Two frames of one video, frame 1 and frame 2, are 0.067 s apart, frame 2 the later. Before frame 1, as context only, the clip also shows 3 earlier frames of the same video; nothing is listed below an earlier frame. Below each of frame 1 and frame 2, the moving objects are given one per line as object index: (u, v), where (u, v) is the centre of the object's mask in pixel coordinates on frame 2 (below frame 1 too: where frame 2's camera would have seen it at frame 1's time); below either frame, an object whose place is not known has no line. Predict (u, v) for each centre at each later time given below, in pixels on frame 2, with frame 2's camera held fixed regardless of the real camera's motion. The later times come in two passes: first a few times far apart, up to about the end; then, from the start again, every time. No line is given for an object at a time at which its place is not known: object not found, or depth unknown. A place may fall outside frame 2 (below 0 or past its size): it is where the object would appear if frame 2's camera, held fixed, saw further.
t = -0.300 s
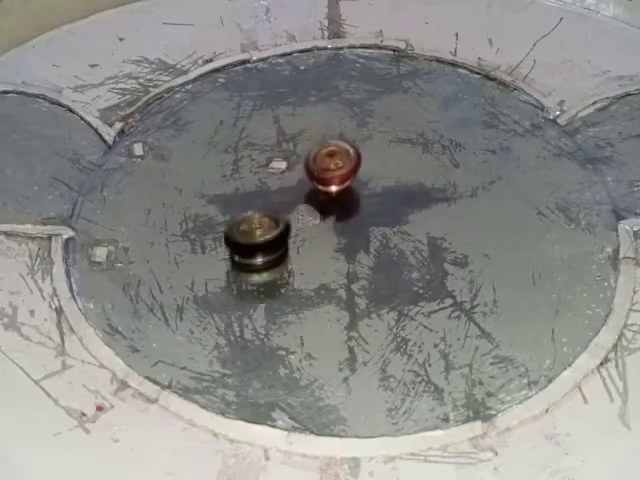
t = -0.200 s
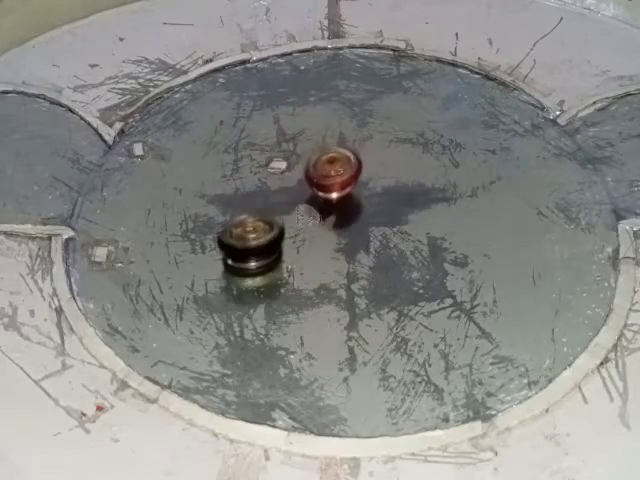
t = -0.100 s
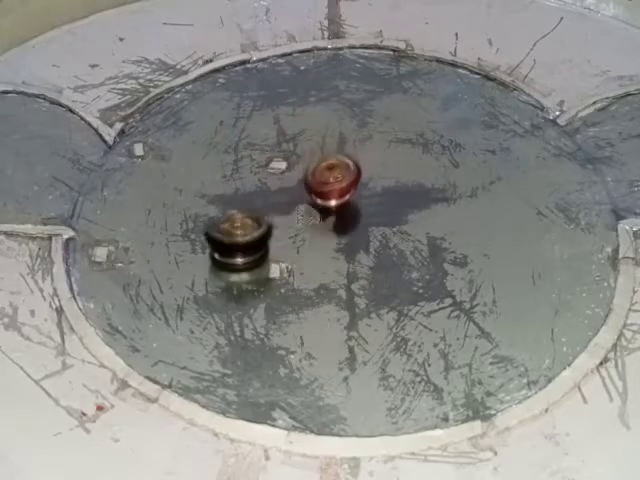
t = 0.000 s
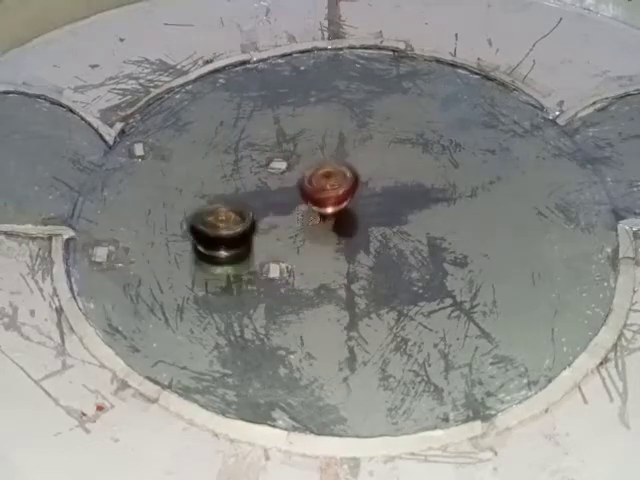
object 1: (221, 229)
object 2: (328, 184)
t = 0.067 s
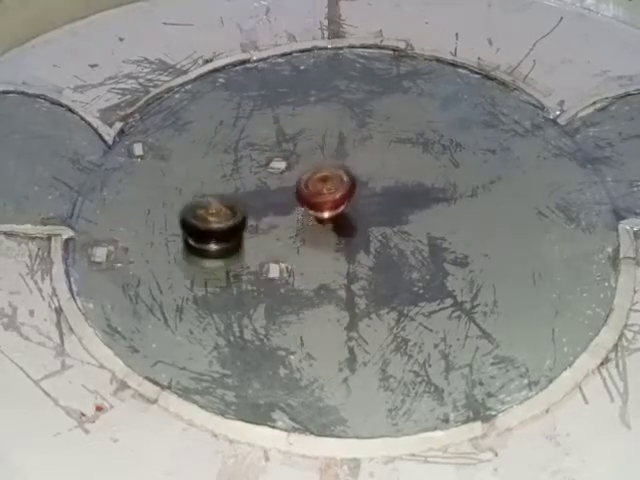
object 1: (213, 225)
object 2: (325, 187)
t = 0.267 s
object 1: (197, 197)
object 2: (307, 199)
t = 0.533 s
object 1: (197, 166)
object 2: (279, 202)
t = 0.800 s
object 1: (223, 138)
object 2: (255, 192)
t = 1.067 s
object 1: (261, 122)
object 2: (241, 173)
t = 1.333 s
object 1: (295, 121)
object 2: (246, 157)
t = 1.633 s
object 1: (326, 141)
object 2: (266, 148)
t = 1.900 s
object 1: (377, 176)
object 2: (246, 146)
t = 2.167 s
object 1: (386, 211)
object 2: (227, 149)
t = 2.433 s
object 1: (348, 248)
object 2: (222, 160)
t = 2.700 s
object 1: (281, 259)
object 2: (228, 175)
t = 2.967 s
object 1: (222, 240)
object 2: (242, 190)
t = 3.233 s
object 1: (197, 206)
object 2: (285, 176)
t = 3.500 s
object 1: (206, 157)
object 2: (317, 171)
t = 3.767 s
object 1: (239, 124)
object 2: (339, 179)
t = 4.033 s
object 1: (284, 117)
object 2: (343, 190)
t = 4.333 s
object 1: (335, 136)
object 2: (321, 200)
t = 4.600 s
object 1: (358, 169)
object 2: (294, 193)
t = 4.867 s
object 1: (361, 203)
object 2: (276, 175)
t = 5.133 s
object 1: (332, 235)
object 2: (274, 156)
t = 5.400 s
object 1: (272, 241)
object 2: (285, 145)
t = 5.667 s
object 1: (232, 216)
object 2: (300, 150)
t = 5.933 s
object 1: (227, 176)
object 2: (304, 163)
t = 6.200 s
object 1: (234, 147)
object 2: (294, 171)
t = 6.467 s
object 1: (262, 127)
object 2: (265, 173)
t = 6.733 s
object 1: (297, 133)
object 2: (243, 165)
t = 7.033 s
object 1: (322, 161)
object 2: (238, 152)
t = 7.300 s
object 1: (327, 194)
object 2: (251, 150)
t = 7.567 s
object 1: (322, 220)
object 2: (262, 158)
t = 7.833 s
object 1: (291, 231)
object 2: (267, 176)
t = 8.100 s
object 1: (264, 230)
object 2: (265, 169)
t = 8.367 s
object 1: (252, 215)
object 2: (270, 153)
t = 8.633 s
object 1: (250, 201)
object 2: (301, 138)
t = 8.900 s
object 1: (225, 211)
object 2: (357, 122)
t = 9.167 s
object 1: (226, 201)
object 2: (359, 145)
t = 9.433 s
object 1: (251, 197)
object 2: (315, 167)
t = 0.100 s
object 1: (209, 222)
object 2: (323, 189)
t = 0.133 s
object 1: (206, 218)
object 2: (320, 192)
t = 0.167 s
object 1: (204, 210)
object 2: (317, 194)
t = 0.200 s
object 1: (201, 206)
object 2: (314, 197)
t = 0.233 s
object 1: (199, 202)
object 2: (311, 198)
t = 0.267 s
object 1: (197, 197)
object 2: (307, 199)
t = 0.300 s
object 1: (195, 193)
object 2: (304, 200)
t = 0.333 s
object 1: (194, 188)
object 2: (299, 200)
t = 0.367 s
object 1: (193, 185)
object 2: (296, 201)
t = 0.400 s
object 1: (193, 183)
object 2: (292, 202)
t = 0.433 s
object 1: (193, 179)
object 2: (289, 202)
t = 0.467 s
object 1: (194, 175)
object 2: (286, 202)
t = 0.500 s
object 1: (195, 170)
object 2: (282, 202)
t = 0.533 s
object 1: (197, 166)
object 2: (279, 202)
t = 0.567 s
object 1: (199, 162)
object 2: (275, 200)
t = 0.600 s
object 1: (201, 158)
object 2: (272, 199)
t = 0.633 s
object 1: (204, 155)
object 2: (269, 198)
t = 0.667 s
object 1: (207, 151)
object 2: (265, 197)
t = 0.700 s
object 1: (211, 146)
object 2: (263, 196)
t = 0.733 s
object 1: (215, 142)
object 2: (261, 195)
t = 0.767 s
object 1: (218, 141)
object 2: (258, 194)
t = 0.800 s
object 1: (223, 138)
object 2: (255, 192)
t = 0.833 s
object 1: (227, 135)
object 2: (252, 189)
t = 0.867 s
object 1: (232, 133)
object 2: (250, 187)
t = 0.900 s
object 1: (237, 130)
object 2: (248, 185)
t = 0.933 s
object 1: (242, 128)
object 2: (246, 183)
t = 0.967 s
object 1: (247, 126)
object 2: (245, 181)
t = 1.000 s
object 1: (252, 125)
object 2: (243, 178)
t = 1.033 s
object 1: (256, 124)
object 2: (243, 178)
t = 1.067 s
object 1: (261, 122)
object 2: (241, 173)
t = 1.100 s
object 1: (266, 122)
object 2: (241, 172)
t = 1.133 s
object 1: (271, 121)
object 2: (241, 169)
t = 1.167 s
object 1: (275, 119)
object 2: (241, 167)
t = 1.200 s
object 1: (279, 119)
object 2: (242, 165)
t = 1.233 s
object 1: (283, 119)
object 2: (242, 162)
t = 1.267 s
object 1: (286, 120)
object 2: (243, 161)
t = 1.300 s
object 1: (291, 120)
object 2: (244, 160)
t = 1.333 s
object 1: (295, 121)
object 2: (246, 157)
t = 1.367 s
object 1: (298, 122)
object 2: (248, 155)
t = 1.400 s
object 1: (302, 124)
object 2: (249, 154)
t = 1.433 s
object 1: (306, 125)
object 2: (251, 152)
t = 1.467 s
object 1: (310, 128)
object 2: (253, 152)
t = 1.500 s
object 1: (313, 130)
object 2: (255, 151)
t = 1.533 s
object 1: (317, 133)
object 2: (258, 150)
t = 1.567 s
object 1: (320, 135)
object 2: (261, 148)
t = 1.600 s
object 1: (323, 138)
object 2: (263, 148)
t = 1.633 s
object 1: (326, 141)
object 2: (266, 148)
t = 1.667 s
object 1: (328, 145)
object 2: (268, 148)
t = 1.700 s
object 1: (331, 148)
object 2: (271, 148)
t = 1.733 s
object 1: (333, 152)
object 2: (273, 148)
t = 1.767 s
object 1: (340, 158)
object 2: (273, 147)
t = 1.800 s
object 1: (351, 163)
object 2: (261, 145)
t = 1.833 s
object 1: (362, 168)
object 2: (254, 144)
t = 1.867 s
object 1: (371, 173)
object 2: (249, 145)
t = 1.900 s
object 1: (377, 176)
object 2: (246, 146)
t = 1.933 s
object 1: (381, 179)
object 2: (243, 146)
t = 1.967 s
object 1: (384, 183)
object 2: (240, 145)
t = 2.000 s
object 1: (386, 187)
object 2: (237, 146)
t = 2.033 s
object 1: (388, 192)
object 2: (234, 147)
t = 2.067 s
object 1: (388, 196)
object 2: (232, 147)
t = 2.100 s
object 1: (388, 201)
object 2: (230, 148)
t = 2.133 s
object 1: (387, 207)
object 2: (229, 149)
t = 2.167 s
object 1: (386, 211)
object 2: (227, 149)
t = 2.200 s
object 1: (384, 217)
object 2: (226, 150)
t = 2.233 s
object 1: (381, 221)
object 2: (225, 151)
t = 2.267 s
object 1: (378, 228)
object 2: (224, 153)
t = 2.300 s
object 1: (373, 233)
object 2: (223, 154)
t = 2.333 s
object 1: (368, 239)
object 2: (222, 156)
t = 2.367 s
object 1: (362, 242)
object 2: (221, 157)
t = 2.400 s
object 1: (355, 244)
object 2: (221, 159)
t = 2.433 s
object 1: (348, 248)
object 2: (222, 160)
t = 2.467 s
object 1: (340, 252)
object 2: (222, 162)
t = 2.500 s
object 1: (332, 253)
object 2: (222, 164)
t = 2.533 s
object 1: (324, 255)
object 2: (223, 165)
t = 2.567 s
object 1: (316, 257)
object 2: (224, 167)
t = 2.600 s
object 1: (308, 258)
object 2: (225, 168)
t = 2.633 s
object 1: (299, 259)
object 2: (225, 170)
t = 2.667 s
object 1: (289, 259)
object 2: (227, 173)
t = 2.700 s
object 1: (281, 259)
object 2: (228, 175)
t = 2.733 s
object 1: (273, 257)
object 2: (229, 177)
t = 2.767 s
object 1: (265, 257)
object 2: (232, 179)
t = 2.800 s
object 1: (256, 254)
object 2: (233, 181)
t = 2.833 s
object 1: (248, 251)
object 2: (234, 183)
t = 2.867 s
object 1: (241, 249)
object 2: (236, 184)
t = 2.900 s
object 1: (235, 246)
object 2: (238, 187)
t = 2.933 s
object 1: (228, 243)
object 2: (240, 188)
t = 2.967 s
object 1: (222, 240)
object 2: (242, 190)
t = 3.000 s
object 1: (214, 238)
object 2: (246, 186)
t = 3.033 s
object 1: (208, 235)
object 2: (255, 184)
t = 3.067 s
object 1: (203, 234)
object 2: (262, 181)
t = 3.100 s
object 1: (201, 230)
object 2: (268, 181)
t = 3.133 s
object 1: (201, 225)
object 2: (273, 179)
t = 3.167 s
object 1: (199, 219)
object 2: (277, 178)
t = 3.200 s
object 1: (198, 213)
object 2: (281, 177)
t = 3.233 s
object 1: (197, 206)
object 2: (285, 176)
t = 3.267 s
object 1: (196, 199)
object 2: (289, 174)
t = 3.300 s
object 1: (196, 193)
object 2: (293, 173)
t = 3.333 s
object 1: (197, 187)
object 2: (297, 172)
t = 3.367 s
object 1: (198, 180)
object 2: (300, 171)
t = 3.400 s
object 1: (200, 175)
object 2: (305, 170)
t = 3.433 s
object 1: (202, 168)
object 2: (309, 170)
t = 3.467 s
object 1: (204, 163)
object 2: (313, 170)
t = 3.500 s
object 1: (206, 157)
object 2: (317, 171)
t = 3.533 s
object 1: (209, 152)
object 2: (321, 172)
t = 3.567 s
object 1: (212, 147)
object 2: (323, 171)
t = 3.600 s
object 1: (215, 143)
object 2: (327, 173)
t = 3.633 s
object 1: (220, 139)
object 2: (331, 173)
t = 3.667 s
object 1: (225, 135)
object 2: (333, 174)
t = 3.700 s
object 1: (229, 131)
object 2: (335, 175)
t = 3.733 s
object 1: (234, 127)
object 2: (338, 177)
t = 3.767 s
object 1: (239, 124)
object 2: (339, 179)
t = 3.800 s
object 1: (244, 122)
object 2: (341, 180)
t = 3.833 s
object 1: (250, 120)
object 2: (342, 180)
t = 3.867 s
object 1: (255, 118)
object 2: (342, 182)
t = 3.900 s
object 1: (261, 117)
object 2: (344, 185)
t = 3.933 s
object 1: (267, 116)
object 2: (344, 187)
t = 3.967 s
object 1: (272, 115)
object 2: (345, 187)
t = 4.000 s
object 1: (278, 115)
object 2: (344, 189)
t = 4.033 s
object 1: (284, 117)
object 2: (343, 190)
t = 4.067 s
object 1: (290, 117)
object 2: (342, 191)
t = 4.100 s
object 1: (296, 119)
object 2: (340, 192)
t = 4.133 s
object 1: (302, 120)
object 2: (337, 192)
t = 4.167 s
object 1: (308, 122)
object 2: (337, 194)
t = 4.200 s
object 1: (313, 124)
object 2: (335, 195)
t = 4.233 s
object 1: (319, 127)
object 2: (331, 199)
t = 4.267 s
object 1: (325, 130)
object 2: (328, 200)
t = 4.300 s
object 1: (330, 132)
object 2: (326, 200)
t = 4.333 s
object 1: (335, 136)
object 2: (321, 200)
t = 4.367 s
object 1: (339, 139)
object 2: (317, 200)
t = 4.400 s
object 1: (343, 144)
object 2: (314, 199)
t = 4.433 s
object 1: (347, 148)
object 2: (311, 199)
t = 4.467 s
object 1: (350, 151)
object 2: (307, 199)
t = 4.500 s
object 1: (353, 155)
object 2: (304, 197)
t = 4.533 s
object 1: (355, 159)
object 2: (300, 196)
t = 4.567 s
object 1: (357, 164)
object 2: (297, 195)
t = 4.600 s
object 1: (358, 169)
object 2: (294, 193)
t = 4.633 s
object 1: (359, 175)
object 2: (292, 191)
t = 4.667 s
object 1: (359, 179)
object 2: (288, 189)
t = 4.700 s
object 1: (360, 183)
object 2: (286, 187)
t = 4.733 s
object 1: (361, 187)
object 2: (283, 183)
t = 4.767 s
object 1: (362, 191)
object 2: (281, 182)
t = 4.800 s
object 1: (362, 196)
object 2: (279, 180)
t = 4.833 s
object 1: (362, 200)
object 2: (278, 178)
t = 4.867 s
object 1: (361, 203)
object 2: (276, 175)
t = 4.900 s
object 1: (360, 208)
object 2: (275, 172)
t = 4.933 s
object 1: (358, 215)
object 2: (274, 169)
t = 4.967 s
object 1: (355, 218)
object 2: (274, 167)
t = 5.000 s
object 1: (352, 223)
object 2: (273, 164)
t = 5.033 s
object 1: (348, 228)
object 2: (273, 162)
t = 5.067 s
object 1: (344, 231)
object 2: (273, 160)
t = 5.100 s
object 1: (338, 231)
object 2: (274, 158)
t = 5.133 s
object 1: (332, 235)
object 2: (274, 156)
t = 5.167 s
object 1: (325, 238)
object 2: (275, 153)
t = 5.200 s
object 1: (318, 243)
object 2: (276, 152)
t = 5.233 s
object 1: (310, 244)
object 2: (277, 150)
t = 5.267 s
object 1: (303, 243)
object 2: (279, 149)
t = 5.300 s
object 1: (294, 243)
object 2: (280, 148)
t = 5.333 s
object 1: (287, 242)
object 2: (282, 146)
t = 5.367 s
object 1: (280, 241)
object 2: (284, 145)
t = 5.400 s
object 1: (272, 241)
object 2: (285, 145)
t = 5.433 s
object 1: (266, 242)
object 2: (286, 145)
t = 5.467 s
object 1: (260, 237)
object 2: (289, 146)
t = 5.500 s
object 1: (254, 236)
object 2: (291, 145)
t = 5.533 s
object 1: (248, 232)
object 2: (292, 146)
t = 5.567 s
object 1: (243, 227)
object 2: (295, 146)
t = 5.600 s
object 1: (239, 224)
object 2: (296, 147)
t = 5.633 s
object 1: (235, 221)
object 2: (298, 147)
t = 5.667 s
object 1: (232, 216)
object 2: (300, 150)
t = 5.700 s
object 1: (229, 211)
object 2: (301, 151)
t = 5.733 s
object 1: (227, 207)
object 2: (302, 152)
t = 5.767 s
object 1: (226, 202)
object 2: (303, 153)
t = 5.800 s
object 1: (226, 197)
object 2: (303, 155)
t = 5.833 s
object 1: (225, 191)
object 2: (304, 157)
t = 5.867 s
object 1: (225, 186)
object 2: (304, 159)
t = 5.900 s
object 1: (225, 181)
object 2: (304, 161)
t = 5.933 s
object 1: (227, 176)
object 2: (304, 163)
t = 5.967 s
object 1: (228, 171)
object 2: (304, 165)
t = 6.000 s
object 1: (228, 166)
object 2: (303, 167)
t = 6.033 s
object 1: (229, 164)
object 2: (303, 168)
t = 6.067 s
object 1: (229, 160)
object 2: (302, 170)
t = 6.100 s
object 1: (229, 156)
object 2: (301, 170)
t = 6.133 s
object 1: (230, 153)
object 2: (297, 170)
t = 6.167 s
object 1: (231, 149)
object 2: (295, 170)
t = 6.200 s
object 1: (234, 147)
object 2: (294, 171)
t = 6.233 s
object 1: (236, 144)
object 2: (292, 171)
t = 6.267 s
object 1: (238, 141)
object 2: (288, 171)
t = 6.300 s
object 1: (241, 139)
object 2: (285, 172)
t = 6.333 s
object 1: (245, 135)
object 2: (282, 172)
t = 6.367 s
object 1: (249, 132)
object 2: (278, 172)
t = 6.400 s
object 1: (253, 130)
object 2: (275, 173)
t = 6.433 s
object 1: (257, 129)
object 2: (270, 174)
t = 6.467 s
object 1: (262, 127)
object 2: (265, 173)
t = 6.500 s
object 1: (266, 127)
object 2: (261, 172)
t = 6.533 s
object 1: (271, 128)
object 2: (257, 172)
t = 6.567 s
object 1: (276, 127)
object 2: (254, 172)
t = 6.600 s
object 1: (280, 128)
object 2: (252, 171)
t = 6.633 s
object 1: (285, 129)
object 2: (250, 170)
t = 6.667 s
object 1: (289, 130)
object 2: (247, 167)
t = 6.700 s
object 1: (293, 131)
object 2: (245, 166)
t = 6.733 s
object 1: (297, 133)
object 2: (243, 165)
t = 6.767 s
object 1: (301, 135)
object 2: (242, 165)
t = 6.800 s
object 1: (304, 137)
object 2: (240, 163)
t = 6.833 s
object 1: (307, 140)
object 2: (239, 162)
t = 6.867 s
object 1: (311, 143)
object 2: (238, 160)
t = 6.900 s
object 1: (314, 146)
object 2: (237, 160)
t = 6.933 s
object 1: (317, 149)
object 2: (236, 157)
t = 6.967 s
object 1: (319, 153)
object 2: (236, 155)
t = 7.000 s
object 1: (321, 157)
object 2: (237, 154)
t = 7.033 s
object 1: (322, 161)
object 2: (238, 152)
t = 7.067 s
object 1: (323, 164)
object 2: (238, 152)
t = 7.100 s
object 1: (323, 166)
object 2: (239, 151)
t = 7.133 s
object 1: (323, 171)
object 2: (241, 151)
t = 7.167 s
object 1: (323, 177)
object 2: (242, 150)
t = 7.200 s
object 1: (324, 182)
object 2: (244, 150)
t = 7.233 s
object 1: (326, 185)
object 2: (246, 150)
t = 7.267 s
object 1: (327, 191)
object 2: (248, 151)
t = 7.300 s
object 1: (327, 194)
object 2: (251, 150)
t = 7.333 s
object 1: (327, 197)
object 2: (252, 151)
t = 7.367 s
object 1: (327, 199)
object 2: (253, 151)
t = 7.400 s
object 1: (328, 203)
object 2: (255, 152)
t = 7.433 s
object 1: (329, 209)
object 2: (258, 153)
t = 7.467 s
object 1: (328, 210)
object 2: (259, 154)
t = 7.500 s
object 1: (326, 215)
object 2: (260, 155)
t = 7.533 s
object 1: (325, 218)
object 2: (262, 157)
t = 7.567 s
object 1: (322, 220)
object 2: (262, 158)
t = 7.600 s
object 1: (319, 223)
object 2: (263, 160)
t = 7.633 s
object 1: (316, 225)
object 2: (265, 162)
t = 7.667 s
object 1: (312, 228)
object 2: (266, 165)
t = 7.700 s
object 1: (309, 229)
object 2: (268, 168)
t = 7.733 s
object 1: (304, 230)
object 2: (269, 170)
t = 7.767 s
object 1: (300, 230)
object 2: (270, 171)
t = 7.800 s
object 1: (296, 231)
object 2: (269, 174)
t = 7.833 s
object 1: (291, 231)
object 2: (267, 176)
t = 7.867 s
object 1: (287, 228)
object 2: (269, 180)
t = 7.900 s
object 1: (282, 228)
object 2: (268, 179)
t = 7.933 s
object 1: (278, 228)
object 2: (267, 179)
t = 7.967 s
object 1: (274, 228)
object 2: (266, 179)
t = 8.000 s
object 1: (270, 228)
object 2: (266, 177)
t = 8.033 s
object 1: (266, 229)
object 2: (266, 173)
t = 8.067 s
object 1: (265, 228)
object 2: (266, 171)
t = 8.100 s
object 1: (264, 230)
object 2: (265, 169)
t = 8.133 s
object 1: (263, 229)
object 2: (264, 166)
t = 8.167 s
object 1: (261, 227)
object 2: (264, 164)
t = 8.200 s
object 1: (259, 225)
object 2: (264, 161)
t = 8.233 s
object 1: (258, 223)
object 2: (265, 160)
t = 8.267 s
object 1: (257, 220)
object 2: (266, 158)
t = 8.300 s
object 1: (255, 218)
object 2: (267, 156)
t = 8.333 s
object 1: (252, 218)
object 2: (268, 154)
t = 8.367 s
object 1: (252, 215)
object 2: (270, 153)
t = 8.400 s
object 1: (253, 211)
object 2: (272, 151)
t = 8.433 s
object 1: (253, 208)
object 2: (273, 151)
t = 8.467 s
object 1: (254, 206)
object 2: (275, 150)
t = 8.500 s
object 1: (255, 202)
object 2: (277, 150)
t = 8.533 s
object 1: (257, 199)
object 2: (279, 150)
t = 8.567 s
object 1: (261, 195)
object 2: (281, 148)
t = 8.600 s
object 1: (260, 194)
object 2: (287, 148)
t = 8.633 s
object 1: (250, 201)
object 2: (301, 138)
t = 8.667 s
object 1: (241, 207)
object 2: (317, 128)
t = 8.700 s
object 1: (235, 211)
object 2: (329, 124)
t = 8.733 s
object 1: (230, 209)
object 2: (338, 119)
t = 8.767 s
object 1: (226, 212)
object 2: (344, 119)
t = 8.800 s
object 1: (226, 213)
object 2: (346, 120)
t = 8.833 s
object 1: (226, 213)
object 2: (350, 119)
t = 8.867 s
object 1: (225, 212)
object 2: (354, 121)
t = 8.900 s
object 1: (225, 211)
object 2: (357, 122)
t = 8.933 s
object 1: (224, 210)
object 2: (359, 123)
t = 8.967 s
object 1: (222, 209)
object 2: (363, 126)
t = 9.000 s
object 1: (222, 209)
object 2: (364, 129)
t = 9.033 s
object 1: (222, 207)
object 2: (364, 133)
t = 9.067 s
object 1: (222, 205)
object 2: (364, 135)
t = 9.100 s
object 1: (224, 205)
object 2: (364, 139)
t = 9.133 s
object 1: (225, 203)
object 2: (362, 142)
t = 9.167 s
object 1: (226, 201)
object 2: (359, 145)
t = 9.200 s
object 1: (229, 200)
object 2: (356, 150)
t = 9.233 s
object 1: (231, 199)
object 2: (353, 152)
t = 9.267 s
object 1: (233, 198)
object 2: (349, 155)
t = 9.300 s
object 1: (238, 198)
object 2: (344, 161)
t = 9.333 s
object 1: (241, 198)
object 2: (337, 163)
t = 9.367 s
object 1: (244, 197)
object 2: (332, 165)
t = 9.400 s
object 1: (248, 197)
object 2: (324, 166)
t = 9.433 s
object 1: (251, 197)
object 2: (315, 167)
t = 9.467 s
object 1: (254, 197)
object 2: (309, 167)
